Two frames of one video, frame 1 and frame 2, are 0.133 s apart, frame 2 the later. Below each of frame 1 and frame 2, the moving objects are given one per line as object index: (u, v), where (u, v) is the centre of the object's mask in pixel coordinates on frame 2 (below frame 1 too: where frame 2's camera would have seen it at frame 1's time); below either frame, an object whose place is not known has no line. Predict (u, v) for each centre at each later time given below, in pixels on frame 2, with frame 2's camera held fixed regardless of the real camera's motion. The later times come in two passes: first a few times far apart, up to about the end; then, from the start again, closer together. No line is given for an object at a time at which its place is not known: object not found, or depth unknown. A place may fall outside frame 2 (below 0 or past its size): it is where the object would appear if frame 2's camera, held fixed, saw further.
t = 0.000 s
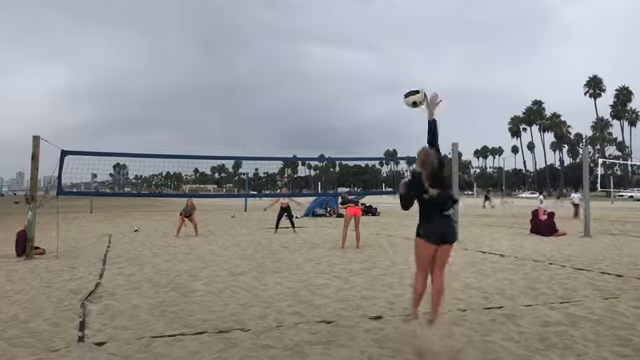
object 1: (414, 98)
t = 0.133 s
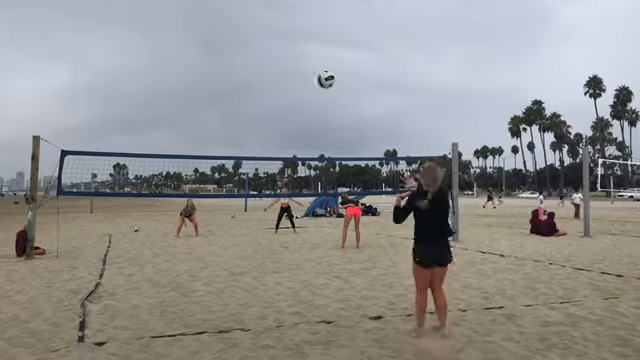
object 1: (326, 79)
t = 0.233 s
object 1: (280, 76)
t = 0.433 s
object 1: (213, 87)
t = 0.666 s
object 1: (167, 118)
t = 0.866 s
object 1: (142, 151)
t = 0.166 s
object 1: (309, 78)
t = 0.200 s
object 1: (295, 77)
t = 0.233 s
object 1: (280, 76)
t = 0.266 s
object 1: (266, 77)
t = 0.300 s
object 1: (254, 77)
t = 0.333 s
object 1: (243, 79)
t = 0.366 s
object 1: (233, 82)
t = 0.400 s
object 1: (224, 84)
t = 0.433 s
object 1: (213, 87)
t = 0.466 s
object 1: (206, 90)
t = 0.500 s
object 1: (199, 93)
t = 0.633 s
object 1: (172, 113)
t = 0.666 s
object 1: (167, 118)
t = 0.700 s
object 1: (162, 124)
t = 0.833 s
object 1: (146, 146)
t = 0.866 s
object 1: (142, 151)
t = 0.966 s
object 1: (135, 170)
